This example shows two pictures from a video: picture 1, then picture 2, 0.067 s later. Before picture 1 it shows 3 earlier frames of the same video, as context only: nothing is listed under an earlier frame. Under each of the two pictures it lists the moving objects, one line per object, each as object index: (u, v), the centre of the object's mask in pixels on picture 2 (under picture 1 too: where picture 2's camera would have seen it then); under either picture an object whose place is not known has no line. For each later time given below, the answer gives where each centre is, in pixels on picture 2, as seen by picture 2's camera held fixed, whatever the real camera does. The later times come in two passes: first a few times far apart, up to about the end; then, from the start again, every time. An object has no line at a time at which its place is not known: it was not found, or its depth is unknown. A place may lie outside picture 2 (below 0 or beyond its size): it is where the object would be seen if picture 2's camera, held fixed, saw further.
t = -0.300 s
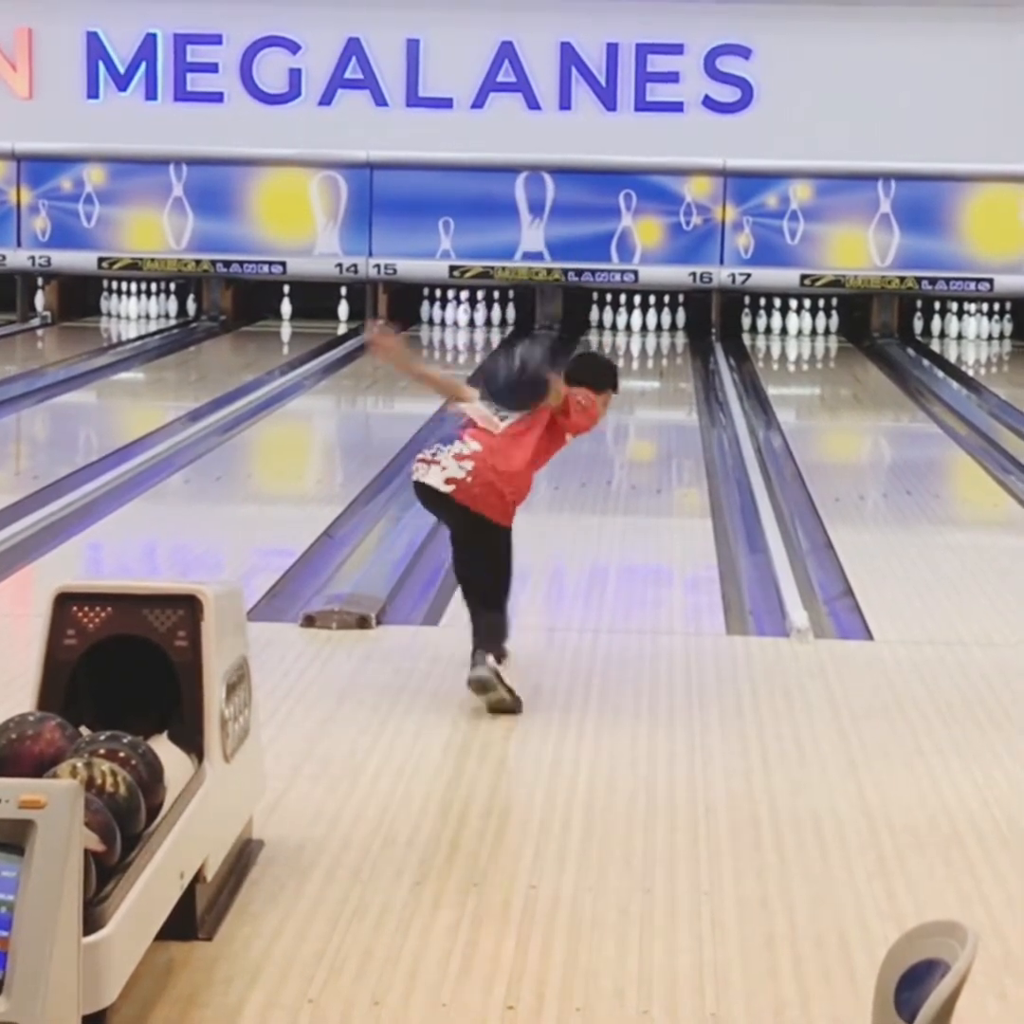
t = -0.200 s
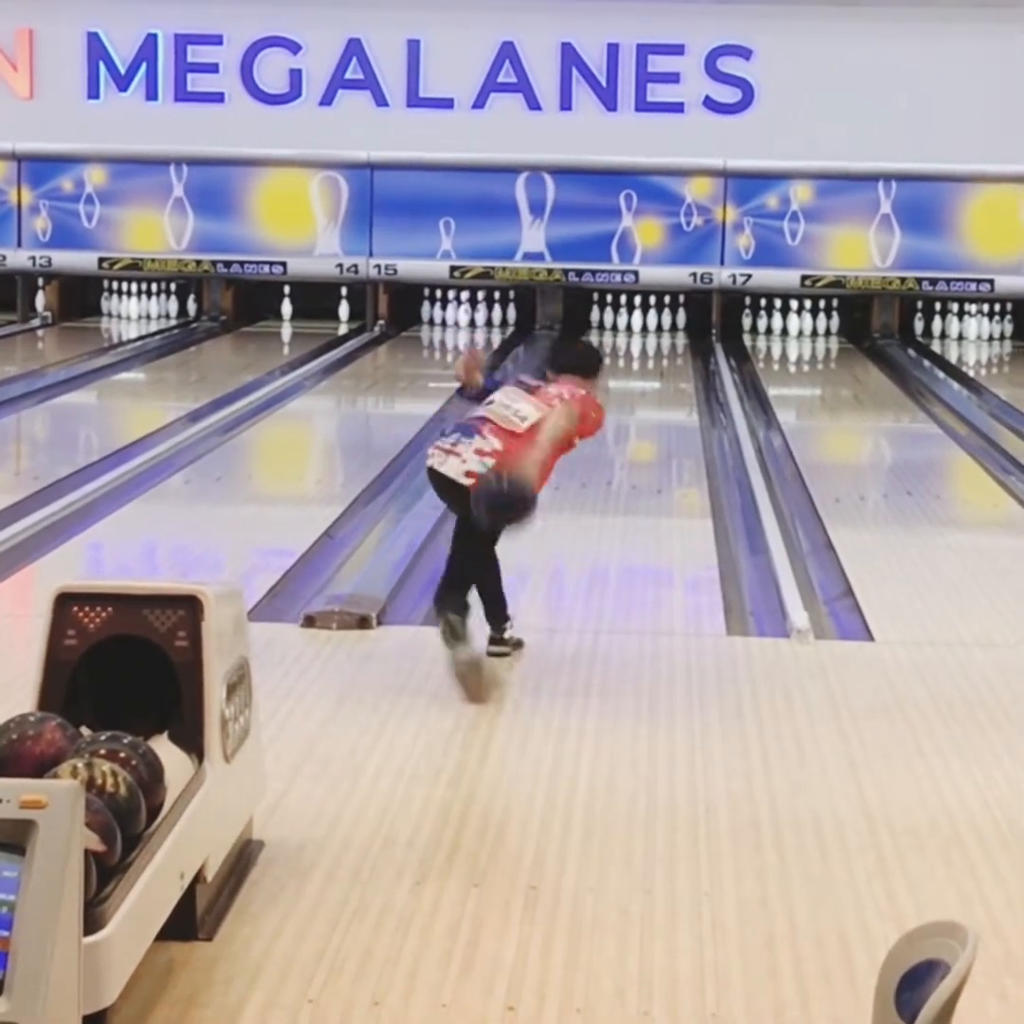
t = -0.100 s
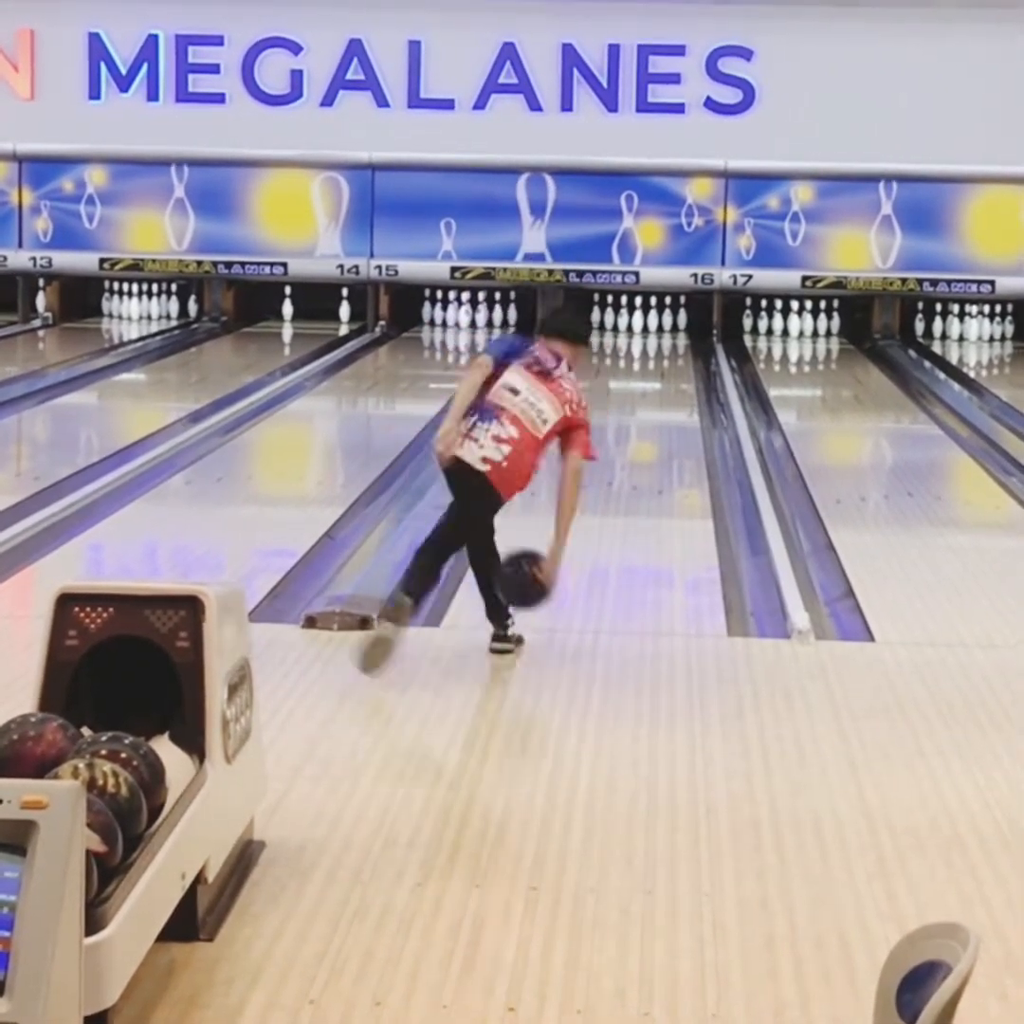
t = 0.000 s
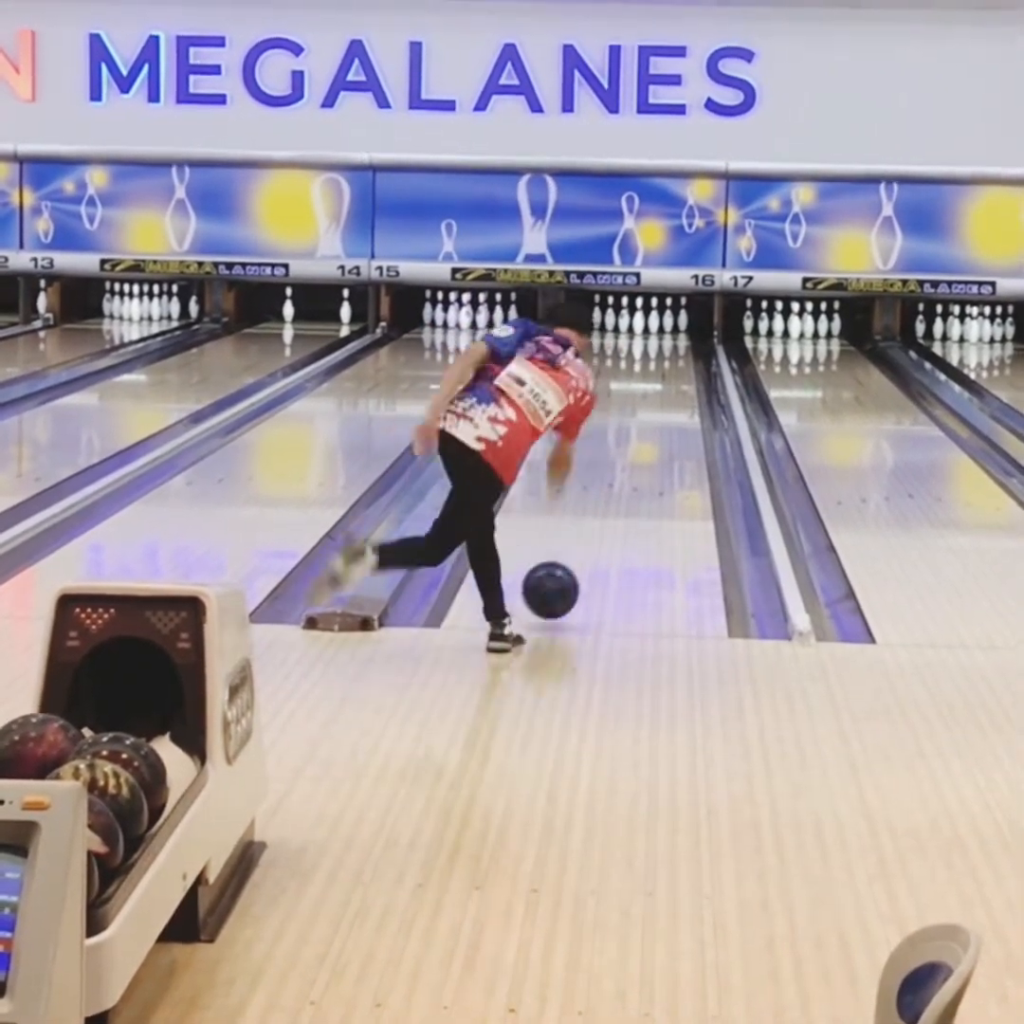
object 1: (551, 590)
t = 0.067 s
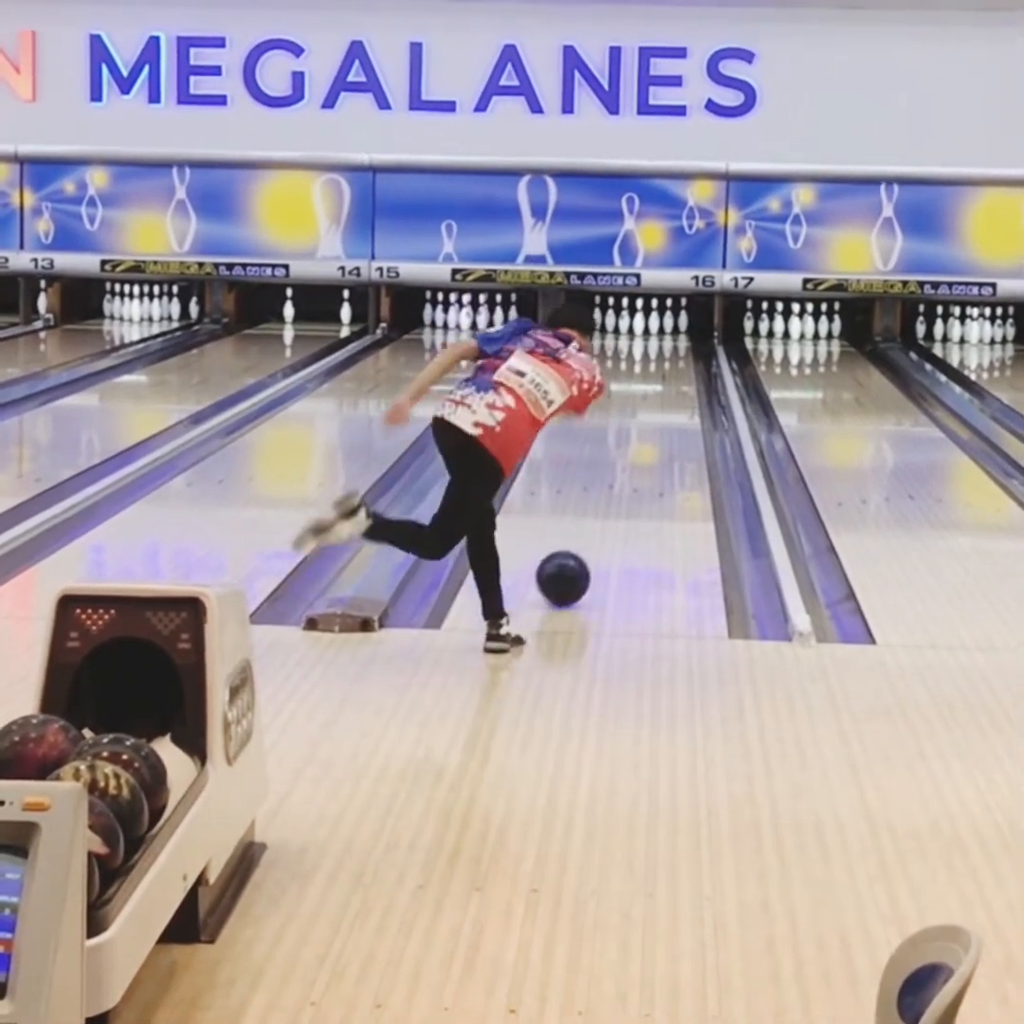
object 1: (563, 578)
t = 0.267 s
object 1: (594, 530)
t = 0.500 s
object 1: (620, 486)
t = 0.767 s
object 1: (641, 447)
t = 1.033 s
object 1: (656, 417)
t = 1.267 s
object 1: (666, 397)
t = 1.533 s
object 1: (673, 377)
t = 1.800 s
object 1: (676, 360)
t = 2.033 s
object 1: (675, 348)
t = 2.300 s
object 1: (667, 337)
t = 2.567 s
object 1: (651, 327)
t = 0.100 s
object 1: (568, 570)
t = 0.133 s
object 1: (574, 561)
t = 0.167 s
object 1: (579, 553)
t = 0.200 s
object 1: (584, 545)
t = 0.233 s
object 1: (589, 537)
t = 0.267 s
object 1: (594, 530)
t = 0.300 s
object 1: (598, 523)
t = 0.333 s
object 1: (602, 516)
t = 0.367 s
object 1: (606, 509)
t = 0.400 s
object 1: (609, 503)
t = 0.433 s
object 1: (613, 497)
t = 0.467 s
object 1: (616, 491)
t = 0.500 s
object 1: (620, 486)
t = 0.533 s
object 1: (623, 480)
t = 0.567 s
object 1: (626, 475)
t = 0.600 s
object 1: (629, 470)
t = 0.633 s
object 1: (632, 465)
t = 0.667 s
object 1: (634, 460)
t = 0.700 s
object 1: (636, 456)
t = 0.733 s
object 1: (639, 452)
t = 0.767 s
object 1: (641, 447)
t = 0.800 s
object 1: (643, 443)
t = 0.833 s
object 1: (646, 439)
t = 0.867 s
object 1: (648, 435)
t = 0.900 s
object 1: (650, 431)
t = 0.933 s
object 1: (651, 428)
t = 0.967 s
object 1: (653, 424)
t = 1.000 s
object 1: (655, 421)
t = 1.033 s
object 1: (656, 417)
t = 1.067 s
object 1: (658, 414)
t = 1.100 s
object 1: (659, 411)
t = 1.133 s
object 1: (661, 408)
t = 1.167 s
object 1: (662, 405)
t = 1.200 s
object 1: (663, 402)
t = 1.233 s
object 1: (665, 399)
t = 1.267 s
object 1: (666, 397)
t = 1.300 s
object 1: (667, 394)
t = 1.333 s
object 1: (668, 391)
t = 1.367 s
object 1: (669, 389)
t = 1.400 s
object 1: (670, 386)
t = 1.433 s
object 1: (671, 383)
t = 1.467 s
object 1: (672, 381)
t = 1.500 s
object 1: (672, 379)
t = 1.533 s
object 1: (673, 377)
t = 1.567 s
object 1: (674, 374)
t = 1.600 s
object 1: (674, 371)
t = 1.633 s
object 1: (675, 370)
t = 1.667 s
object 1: (675, 368)
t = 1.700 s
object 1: (676, 365)
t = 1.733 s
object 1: (676, 363)
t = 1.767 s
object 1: (676, 362)
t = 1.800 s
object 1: (676, 360)
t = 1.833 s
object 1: (677, 358)
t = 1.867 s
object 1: (676, 356)
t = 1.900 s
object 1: (677, 355)
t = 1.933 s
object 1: (676, 353)
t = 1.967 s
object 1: (676, 351)
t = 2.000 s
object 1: (676, 350)
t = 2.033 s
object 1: (675, 348)
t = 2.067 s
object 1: (675, 346)
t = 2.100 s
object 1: (673, 345)
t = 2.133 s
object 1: (673, 345)
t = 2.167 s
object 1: (671, 343)
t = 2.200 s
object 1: (670, 342)
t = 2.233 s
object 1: (669, 340)
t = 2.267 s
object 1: (667, 338)
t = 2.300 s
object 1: (667, 337)
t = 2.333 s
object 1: (666, 335)
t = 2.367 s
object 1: (663, 334)
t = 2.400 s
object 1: (662, 333)
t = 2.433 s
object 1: (659, 332)
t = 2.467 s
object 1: (657, 330)
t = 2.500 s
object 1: (655, 329)
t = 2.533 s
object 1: (653, 328)
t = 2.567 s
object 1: (651, 327)
